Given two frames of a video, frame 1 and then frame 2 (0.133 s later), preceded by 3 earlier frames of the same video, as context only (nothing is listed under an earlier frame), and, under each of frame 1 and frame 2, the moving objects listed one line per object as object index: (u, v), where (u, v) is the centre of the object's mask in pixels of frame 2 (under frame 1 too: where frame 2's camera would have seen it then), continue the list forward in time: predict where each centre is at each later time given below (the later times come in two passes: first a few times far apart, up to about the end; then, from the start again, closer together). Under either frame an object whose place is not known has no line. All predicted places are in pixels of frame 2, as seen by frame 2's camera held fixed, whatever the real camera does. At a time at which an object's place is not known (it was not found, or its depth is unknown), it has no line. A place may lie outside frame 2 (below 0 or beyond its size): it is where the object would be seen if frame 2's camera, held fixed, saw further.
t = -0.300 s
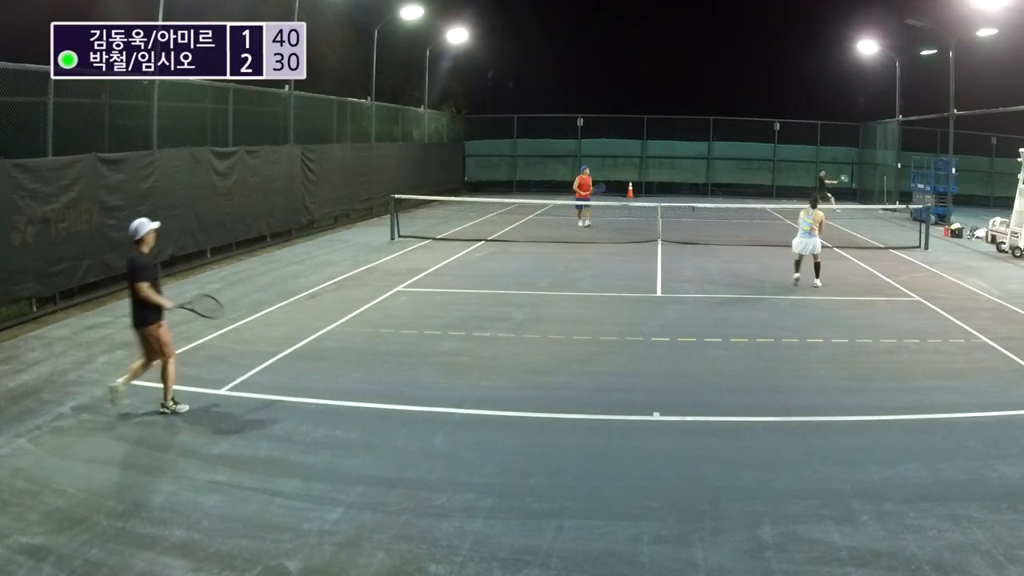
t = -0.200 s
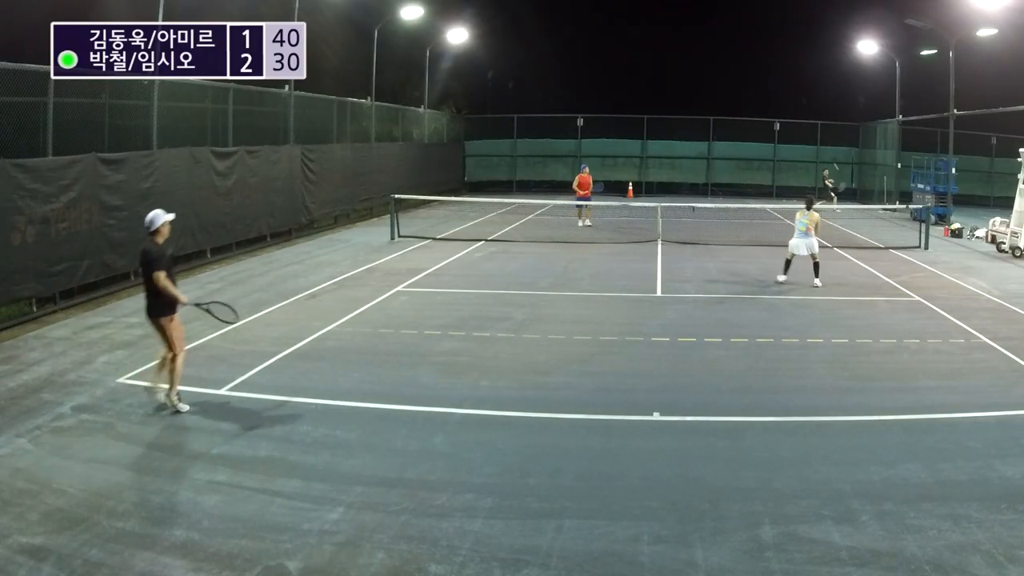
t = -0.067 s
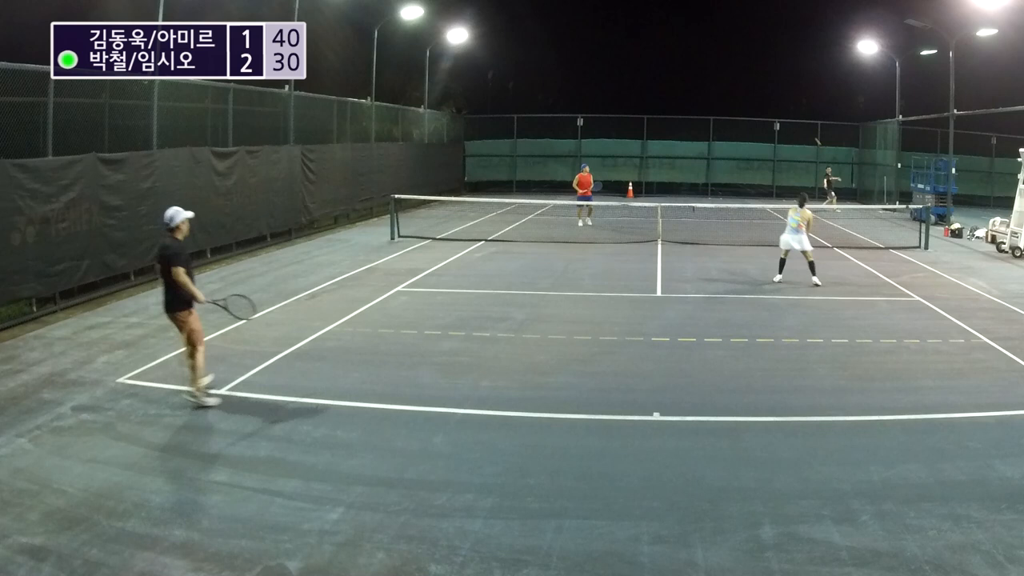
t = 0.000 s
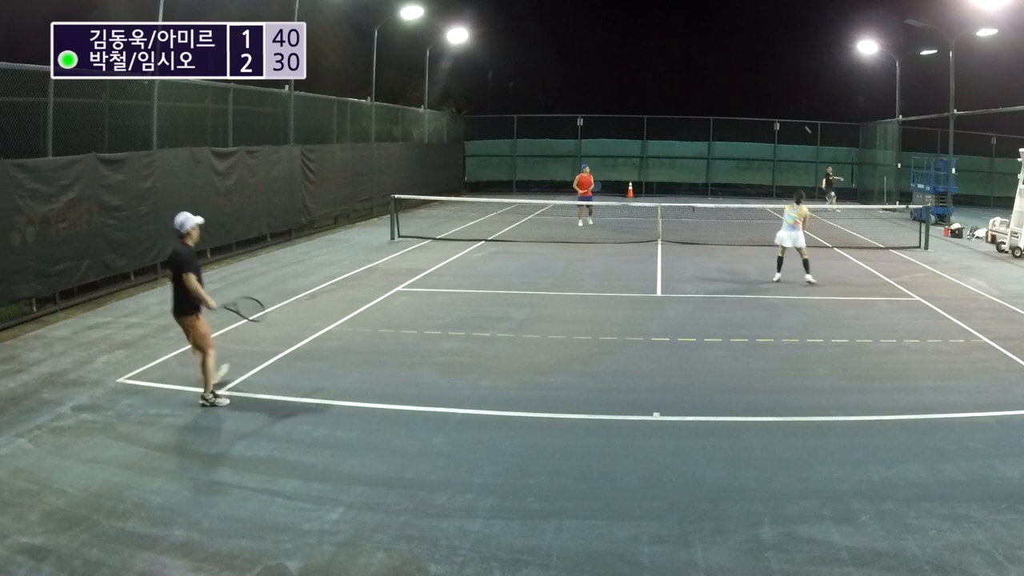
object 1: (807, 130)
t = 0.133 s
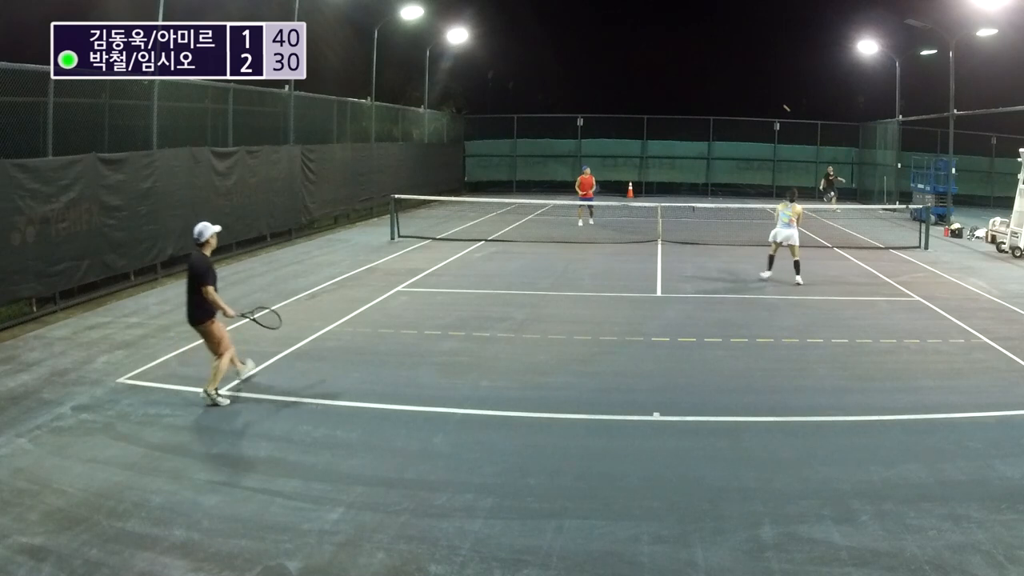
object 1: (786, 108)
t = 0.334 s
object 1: (750, 81)
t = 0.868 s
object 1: (620, 62)
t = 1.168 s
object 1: (517, 105)
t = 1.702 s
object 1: (301, 271)
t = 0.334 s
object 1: (750, 81)
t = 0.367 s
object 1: (743, 78)
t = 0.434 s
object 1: (729, 71)
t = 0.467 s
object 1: (722, 68)
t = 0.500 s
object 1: (715, 66)
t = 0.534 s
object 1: (707, 64)
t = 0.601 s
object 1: (692, 60)
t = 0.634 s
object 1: (684, 59)
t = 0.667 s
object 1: (675, 58)
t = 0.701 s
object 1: (666, 58)
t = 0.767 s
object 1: (649, 58)
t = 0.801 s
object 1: (639, 59)
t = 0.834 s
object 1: (630, 60)
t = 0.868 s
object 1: (620, 62)
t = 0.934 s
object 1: (599, 67)
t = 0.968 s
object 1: (588, 71)
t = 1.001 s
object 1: (577, 75)
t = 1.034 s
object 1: (566, 80)
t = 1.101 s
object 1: (542, 91)
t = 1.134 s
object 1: (530, 98)
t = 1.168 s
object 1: (517, 105)
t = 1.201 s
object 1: (504, 114)
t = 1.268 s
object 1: (477, 133)
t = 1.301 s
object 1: (463, 144)
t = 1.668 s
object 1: (307, 283)
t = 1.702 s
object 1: (301, 271)
